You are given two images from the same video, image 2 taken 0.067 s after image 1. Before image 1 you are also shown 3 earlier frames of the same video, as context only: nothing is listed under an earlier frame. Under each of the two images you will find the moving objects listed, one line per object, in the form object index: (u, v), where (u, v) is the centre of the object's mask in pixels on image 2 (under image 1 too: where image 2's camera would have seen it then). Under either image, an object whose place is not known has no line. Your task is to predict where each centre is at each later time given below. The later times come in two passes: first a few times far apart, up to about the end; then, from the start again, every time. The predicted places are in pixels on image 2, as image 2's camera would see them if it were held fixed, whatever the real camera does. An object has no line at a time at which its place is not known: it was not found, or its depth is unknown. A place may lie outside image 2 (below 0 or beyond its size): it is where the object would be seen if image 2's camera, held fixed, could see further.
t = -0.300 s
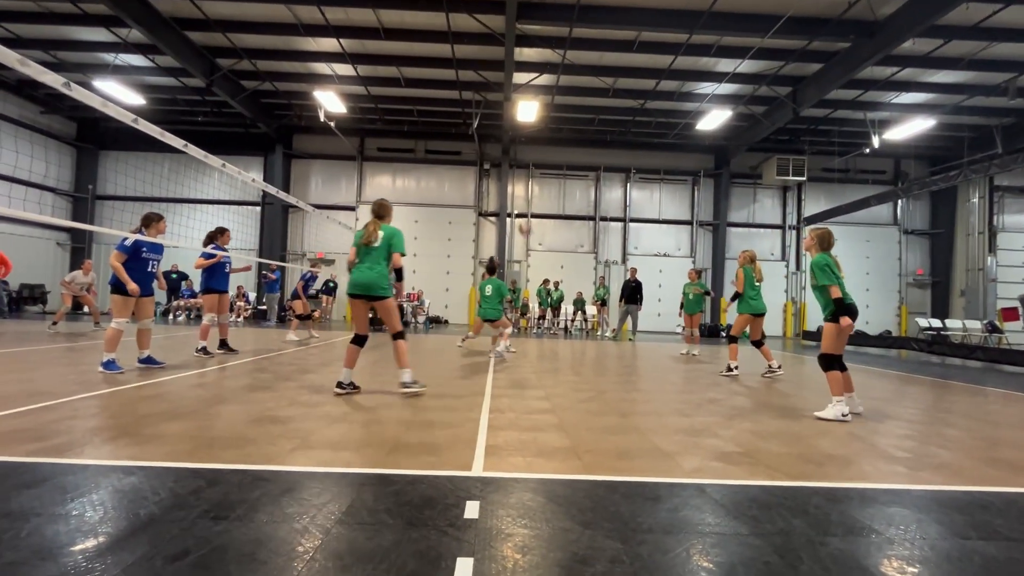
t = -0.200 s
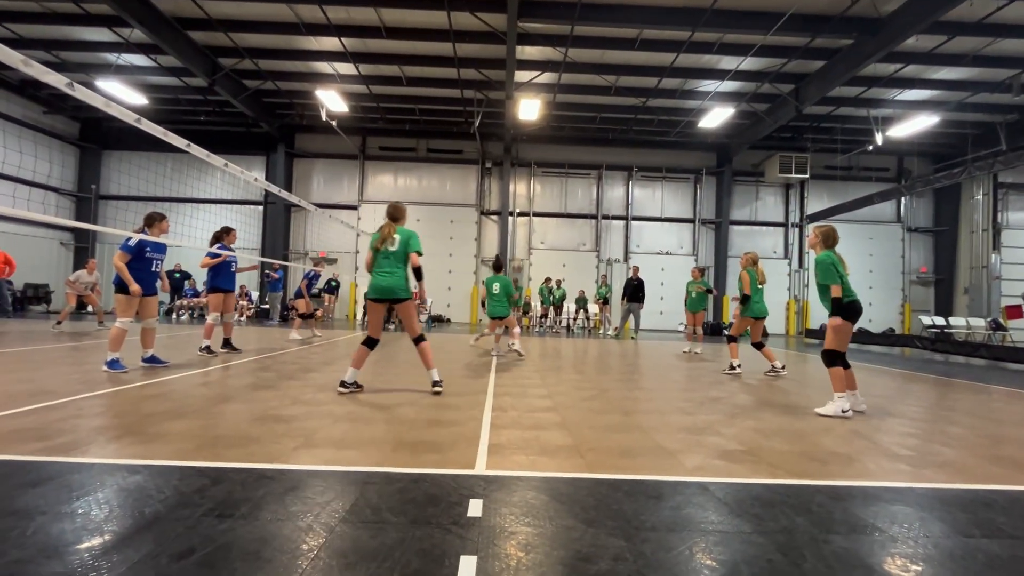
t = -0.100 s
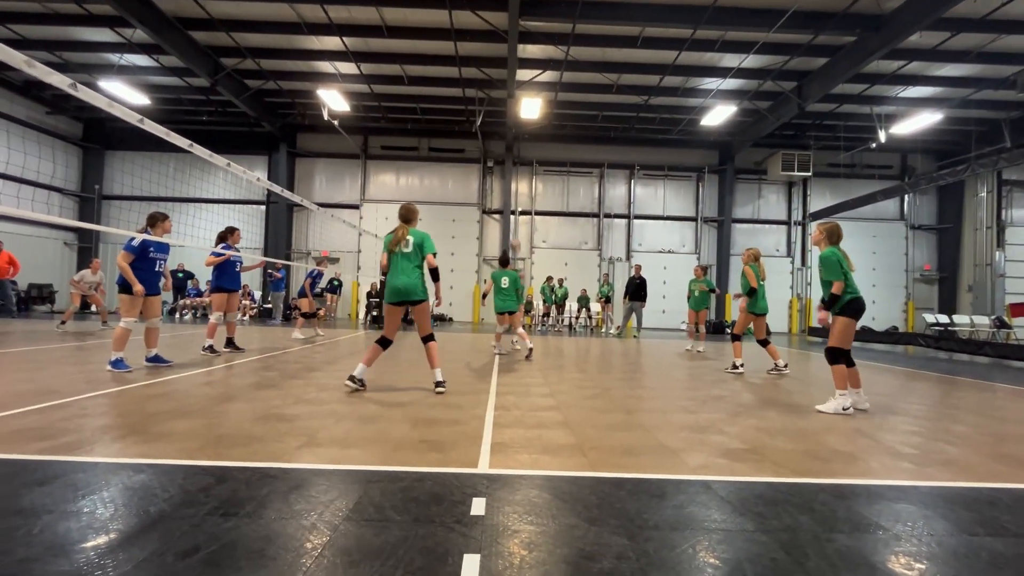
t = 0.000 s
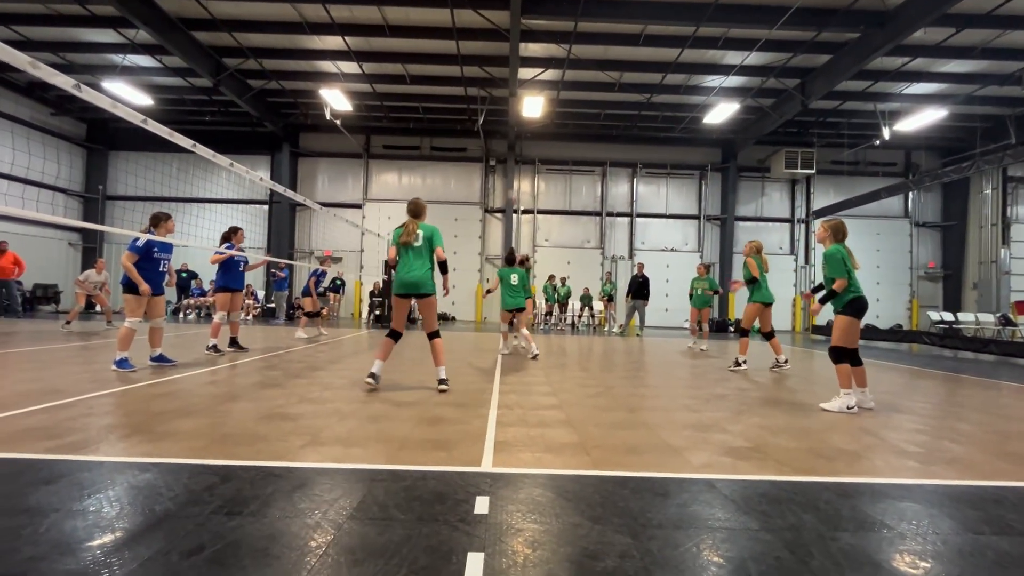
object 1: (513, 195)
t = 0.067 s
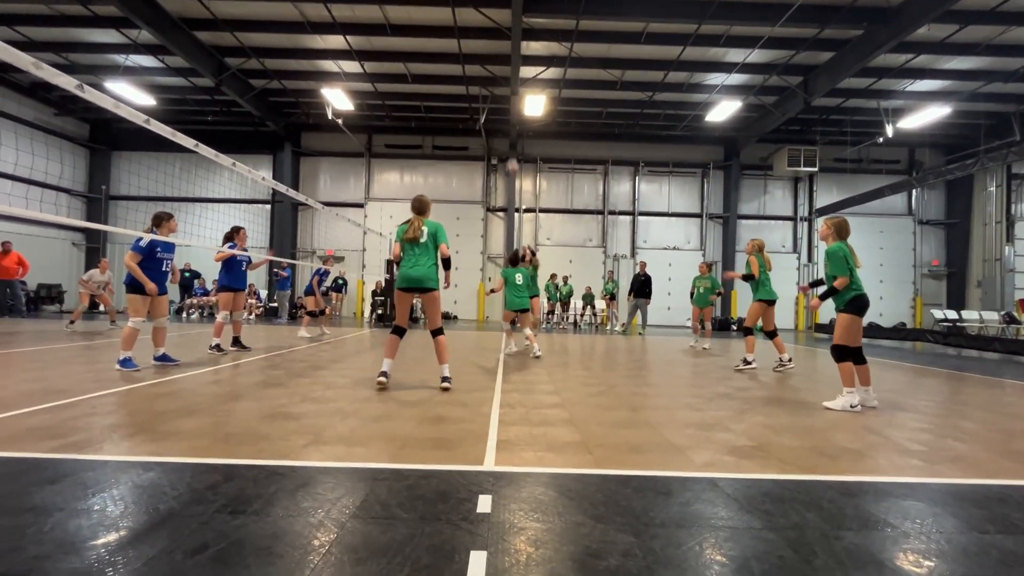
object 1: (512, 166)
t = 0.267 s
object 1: (502, 94)
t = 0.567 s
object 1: (484, 27)
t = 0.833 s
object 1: (461, 16)
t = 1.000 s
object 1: (446, 39)
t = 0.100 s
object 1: (511, 154)
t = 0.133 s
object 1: (509, 142)
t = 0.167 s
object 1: (508, 129)
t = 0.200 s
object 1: (506, 118)
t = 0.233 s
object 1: (505, 106)
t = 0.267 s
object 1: (502, 94)
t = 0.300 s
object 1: (501, 82)
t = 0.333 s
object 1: (499, 76)
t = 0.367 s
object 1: (497, 66)
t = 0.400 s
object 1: (495, 58)
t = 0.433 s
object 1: (493, 51)
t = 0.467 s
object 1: (491, 43)
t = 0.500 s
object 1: (488, 36)
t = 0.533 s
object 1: (486, 31)
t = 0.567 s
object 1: (484, 27)
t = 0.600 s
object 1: (481, 23)
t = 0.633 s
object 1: (479, 19)
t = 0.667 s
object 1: (476, 16)
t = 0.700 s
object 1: (473, 14)
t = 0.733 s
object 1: (471, 14)
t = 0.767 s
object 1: (468, 13)
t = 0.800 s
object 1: (465, 13)
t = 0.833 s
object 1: (461, 16)
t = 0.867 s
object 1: (459, 19)
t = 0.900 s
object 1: (455, 23)
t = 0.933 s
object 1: (452, 27)
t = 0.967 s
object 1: (448, 32)
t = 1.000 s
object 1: (446, 39)
